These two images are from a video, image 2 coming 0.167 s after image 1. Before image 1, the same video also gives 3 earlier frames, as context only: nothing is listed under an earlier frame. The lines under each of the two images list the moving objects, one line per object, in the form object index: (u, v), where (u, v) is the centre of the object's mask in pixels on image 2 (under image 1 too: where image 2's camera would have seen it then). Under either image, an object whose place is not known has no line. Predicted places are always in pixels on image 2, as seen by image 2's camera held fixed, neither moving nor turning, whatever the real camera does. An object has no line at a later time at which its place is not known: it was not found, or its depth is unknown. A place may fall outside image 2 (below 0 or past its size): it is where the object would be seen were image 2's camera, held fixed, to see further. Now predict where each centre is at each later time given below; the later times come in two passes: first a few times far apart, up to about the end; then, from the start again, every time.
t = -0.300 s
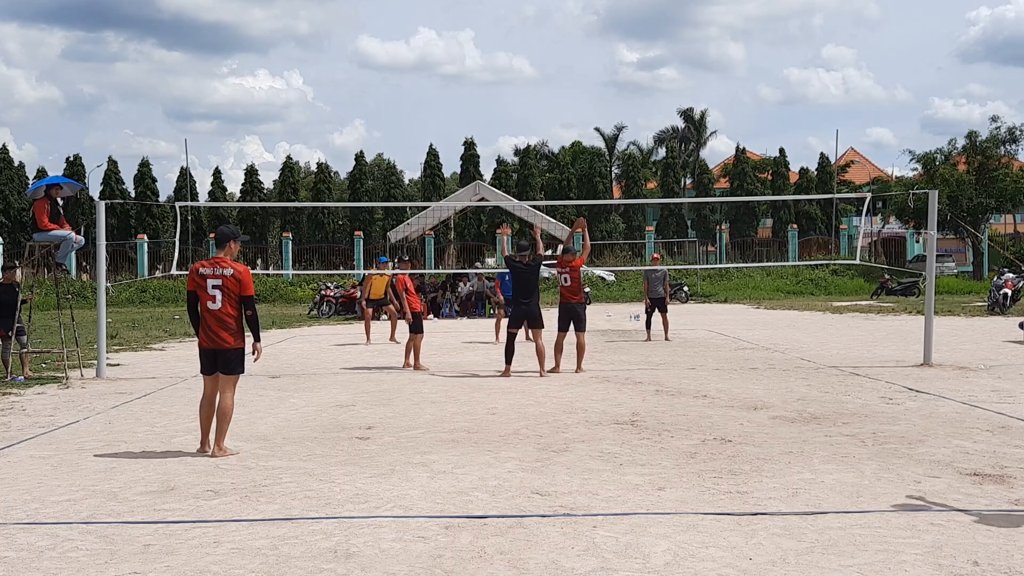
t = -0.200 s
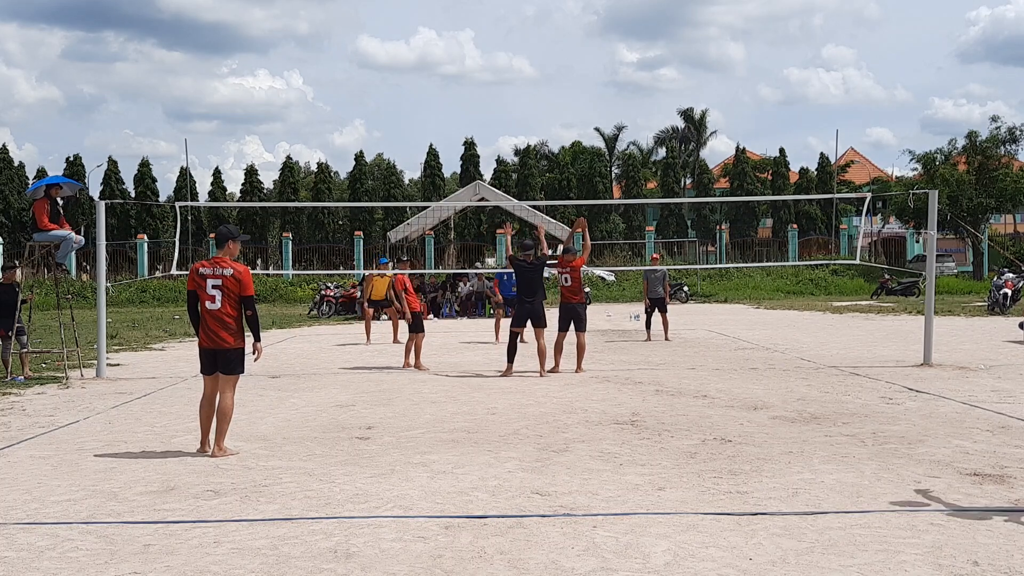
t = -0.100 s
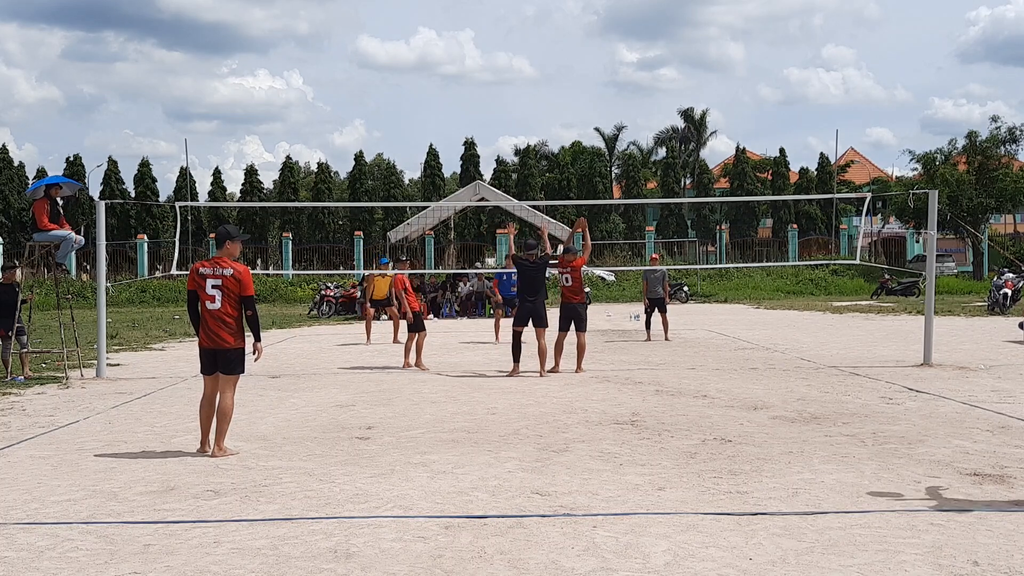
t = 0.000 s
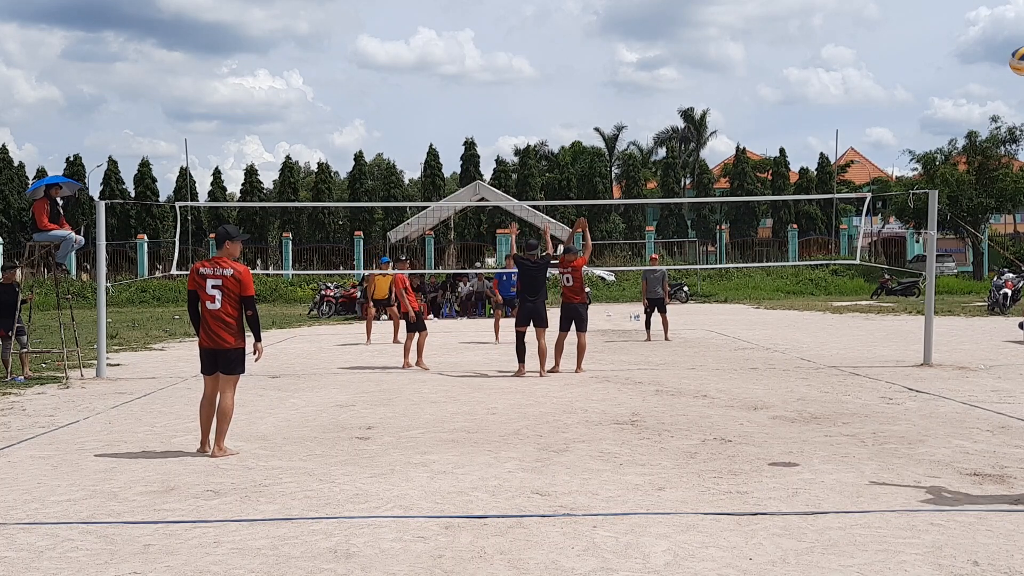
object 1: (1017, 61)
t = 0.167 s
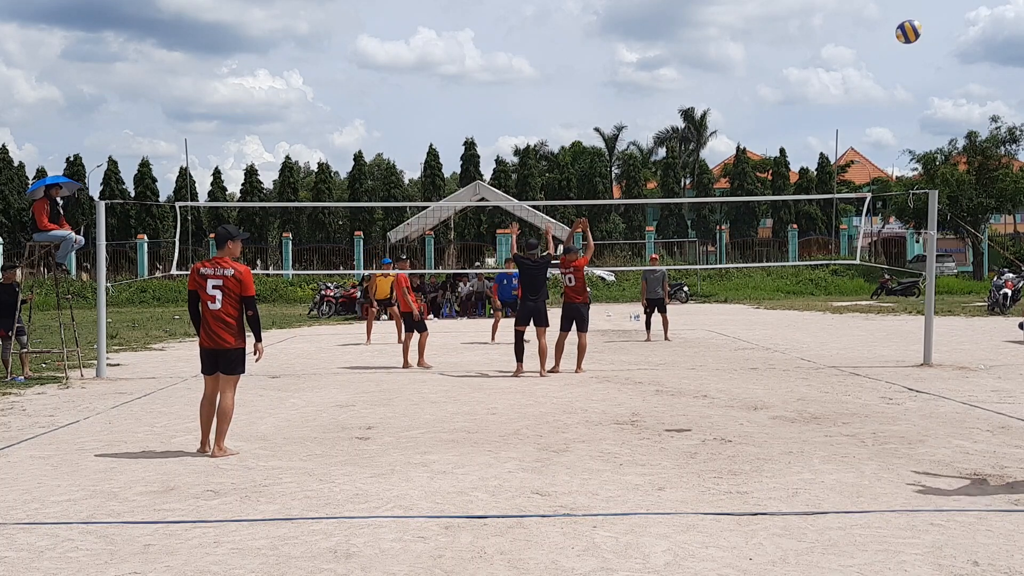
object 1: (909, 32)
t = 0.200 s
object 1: (890, 30)
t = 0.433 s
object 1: (786, 51)
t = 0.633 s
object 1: (725, 97)
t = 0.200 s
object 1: (890, 30)
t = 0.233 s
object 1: (872, 30)
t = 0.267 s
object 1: (856, 32)
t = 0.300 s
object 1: (841, 34)
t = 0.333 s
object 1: (826, 37)
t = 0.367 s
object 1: (812, 41)
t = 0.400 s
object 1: (799, 46)
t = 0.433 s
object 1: (786, 51)
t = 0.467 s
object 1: (774, 58)
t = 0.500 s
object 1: (764, 65)
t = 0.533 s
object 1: (753, 72)
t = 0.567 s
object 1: (743, 80)
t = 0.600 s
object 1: (734, 88)
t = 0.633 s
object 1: (725, 97)
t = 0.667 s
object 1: (716, 106)
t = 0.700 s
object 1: (708, 116)
